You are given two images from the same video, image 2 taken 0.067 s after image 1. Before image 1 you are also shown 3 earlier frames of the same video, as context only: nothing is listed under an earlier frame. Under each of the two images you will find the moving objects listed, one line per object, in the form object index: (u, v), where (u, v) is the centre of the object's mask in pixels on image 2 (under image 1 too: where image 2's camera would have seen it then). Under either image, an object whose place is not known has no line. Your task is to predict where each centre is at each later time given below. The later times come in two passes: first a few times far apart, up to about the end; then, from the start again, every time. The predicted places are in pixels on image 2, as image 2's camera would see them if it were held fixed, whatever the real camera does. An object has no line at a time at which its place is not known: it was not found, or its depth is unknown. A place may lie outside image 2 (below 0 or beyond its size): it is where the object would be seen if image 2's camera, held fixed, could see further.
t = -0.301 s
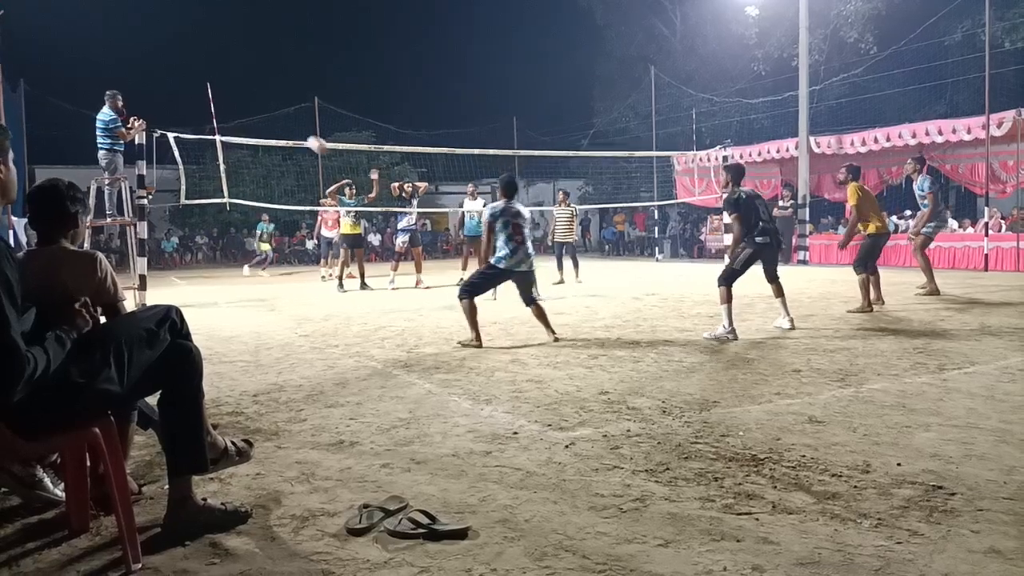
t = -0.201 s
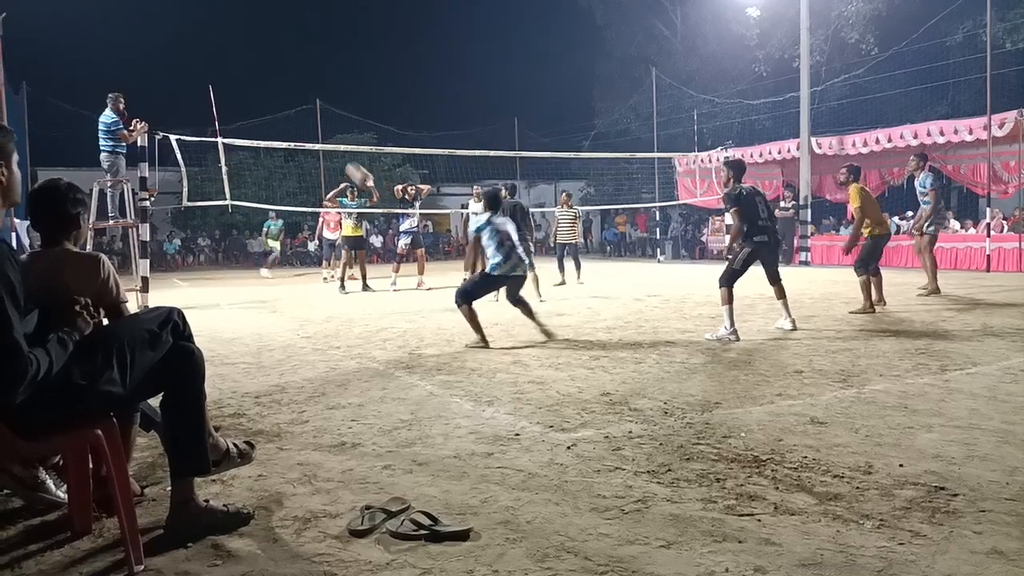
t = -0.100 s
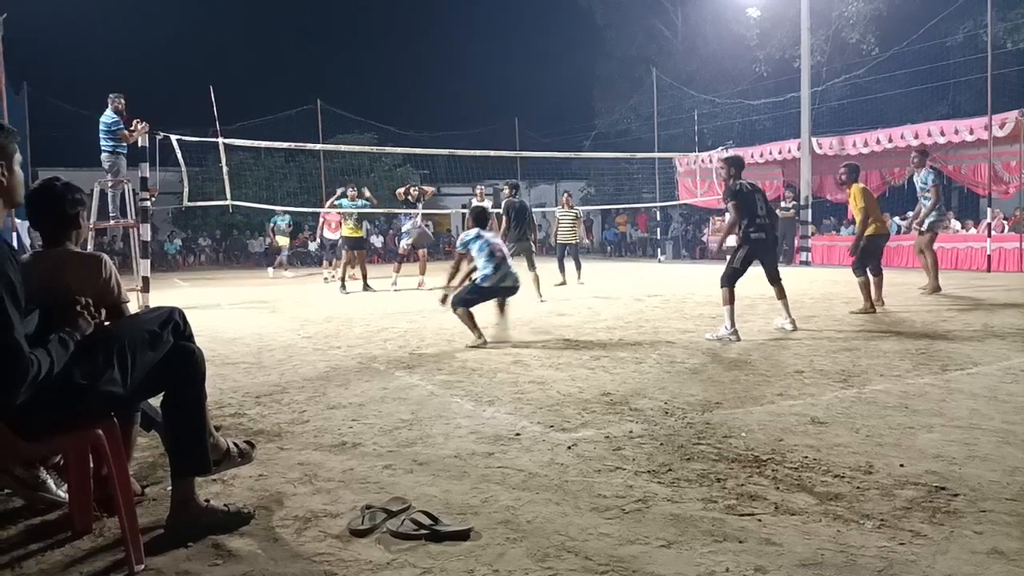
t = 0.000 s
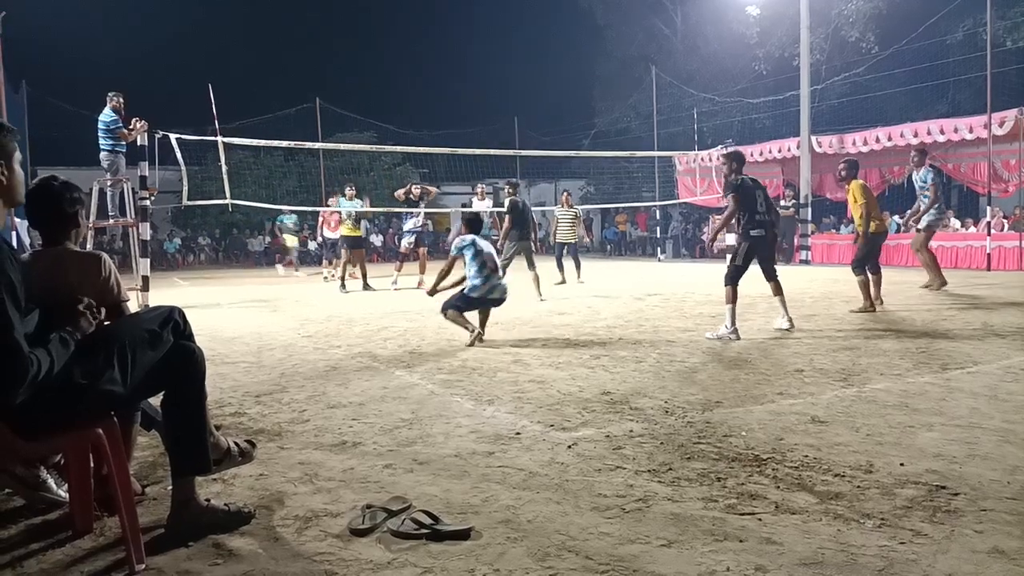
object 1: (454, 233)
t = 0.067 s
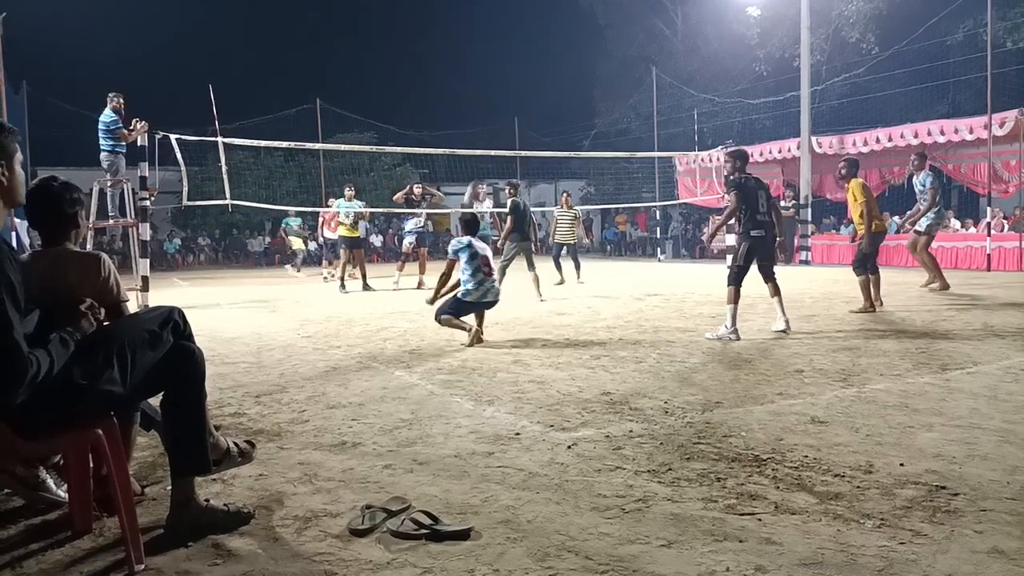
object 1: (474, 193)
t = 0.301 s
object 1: (521, 110)
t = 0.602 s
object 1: (572, 88)
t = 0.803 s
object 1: (601, 112)
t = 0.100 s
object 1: (481, 177)
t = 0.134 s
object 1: (488, 166)
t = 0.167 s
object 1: (495, 150)
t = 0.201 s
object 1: (502, 138)
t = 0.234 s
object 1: (509, 128)
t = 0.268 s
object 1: (515, 118)
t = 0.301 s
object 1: (521, 110)
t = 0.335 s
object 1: (527, 103)
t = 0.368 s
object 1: (534, 98)
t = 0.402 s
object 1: (539, 93)
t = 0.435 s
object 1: (545, 90)
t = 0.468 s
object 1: (550, 87)
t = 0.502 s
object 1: (556, 86)
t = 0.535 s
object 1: (562, 86)
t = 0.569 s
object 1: (567, 86)
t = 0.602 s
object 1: (572, 88)
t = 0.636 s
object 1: (577, 90)
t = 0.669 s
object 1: (583, 92)
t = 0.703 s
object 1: (588, 96)
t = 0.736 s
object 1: (592, 101)
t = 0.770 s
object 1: (597, 106)
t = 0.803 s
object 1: (601, 112)
